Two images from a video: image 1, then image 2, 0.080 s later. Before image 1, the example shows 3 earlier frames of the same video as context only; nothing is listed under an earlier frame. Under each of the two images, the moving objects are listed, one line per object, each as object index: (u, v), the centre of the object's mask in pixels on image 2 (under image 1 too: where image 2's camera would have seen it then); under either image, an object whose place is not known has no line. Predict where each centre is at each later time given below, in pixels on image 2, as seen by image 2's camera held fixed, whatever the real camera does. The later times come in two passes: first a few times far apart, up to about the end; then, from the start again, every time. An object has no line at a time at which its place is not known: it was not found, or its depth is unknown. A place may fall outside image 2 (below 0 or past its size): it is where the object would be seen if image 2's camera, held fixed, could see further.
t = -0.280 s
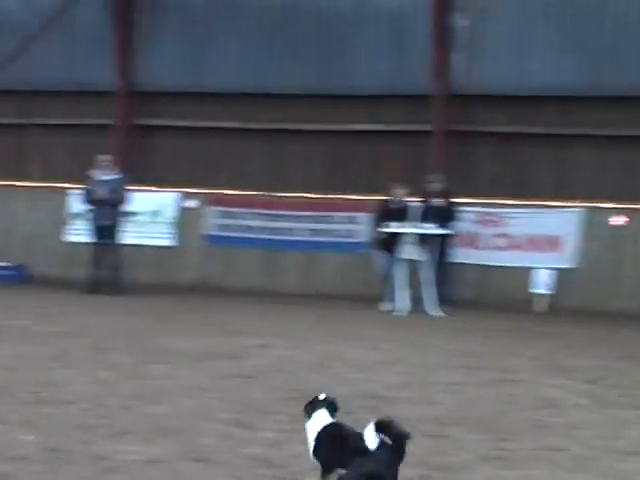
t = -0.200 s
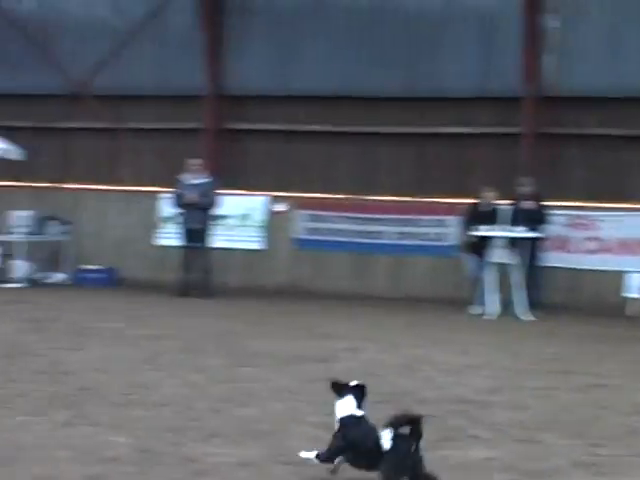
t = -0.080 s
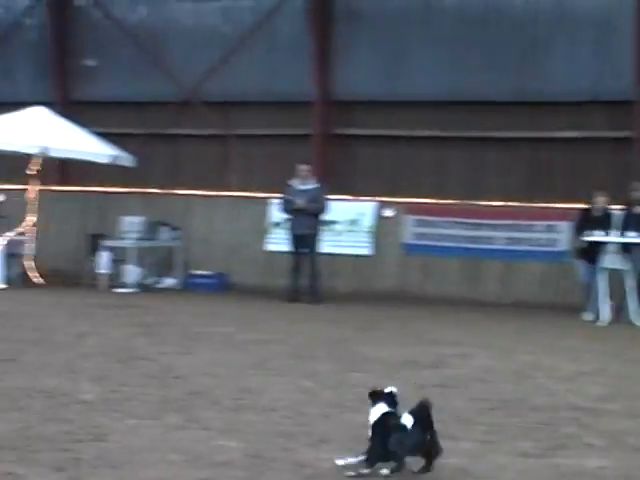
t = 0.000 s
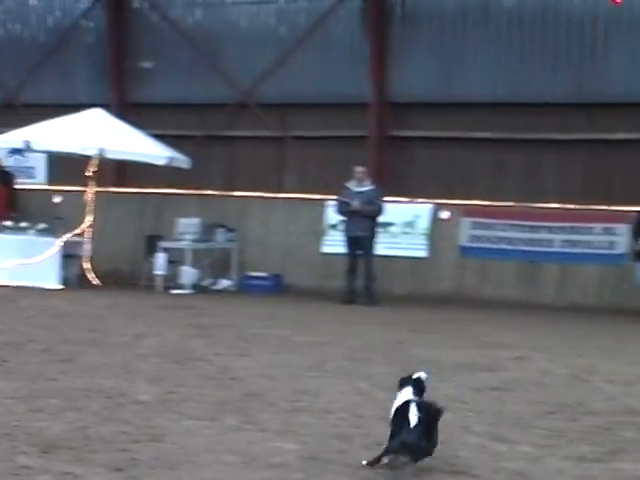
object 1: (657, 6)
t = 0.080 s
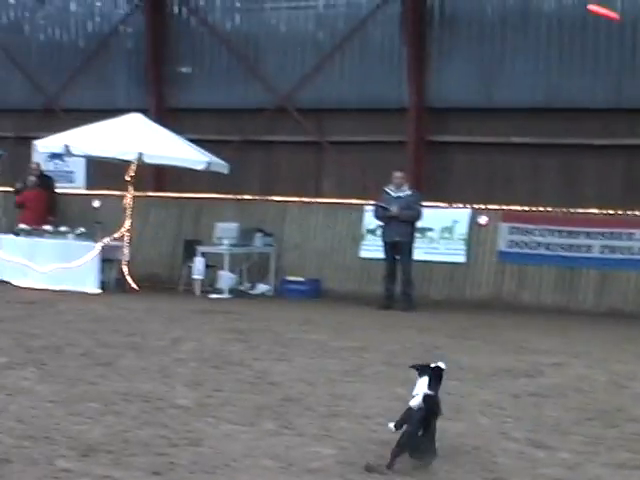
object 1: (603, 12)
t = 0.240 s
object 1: (535, 41)
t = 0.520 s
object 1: (449, 97)
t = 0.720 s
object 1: (402, 141)
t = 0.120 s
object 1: (585, 19)
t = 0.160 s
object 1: (567, 26)
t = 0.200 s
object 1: (551, 34)
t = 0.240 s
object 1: (535, 41)
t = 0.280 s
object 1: (521, 49)
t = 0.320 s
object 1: (507, 57)
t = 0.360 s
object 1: (495, 65)
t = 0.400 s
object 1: (482, 73)
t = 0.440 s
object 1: (471, 81)
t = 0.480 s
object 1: (460, 90)
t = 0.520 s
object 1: (449, 97)
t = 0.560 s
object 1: (439, 106)
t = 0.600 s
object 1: (429, 115)
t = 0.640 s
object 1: (419, 123)
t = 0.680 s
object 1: (411, 132)
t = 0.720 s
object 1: (402, 141)
